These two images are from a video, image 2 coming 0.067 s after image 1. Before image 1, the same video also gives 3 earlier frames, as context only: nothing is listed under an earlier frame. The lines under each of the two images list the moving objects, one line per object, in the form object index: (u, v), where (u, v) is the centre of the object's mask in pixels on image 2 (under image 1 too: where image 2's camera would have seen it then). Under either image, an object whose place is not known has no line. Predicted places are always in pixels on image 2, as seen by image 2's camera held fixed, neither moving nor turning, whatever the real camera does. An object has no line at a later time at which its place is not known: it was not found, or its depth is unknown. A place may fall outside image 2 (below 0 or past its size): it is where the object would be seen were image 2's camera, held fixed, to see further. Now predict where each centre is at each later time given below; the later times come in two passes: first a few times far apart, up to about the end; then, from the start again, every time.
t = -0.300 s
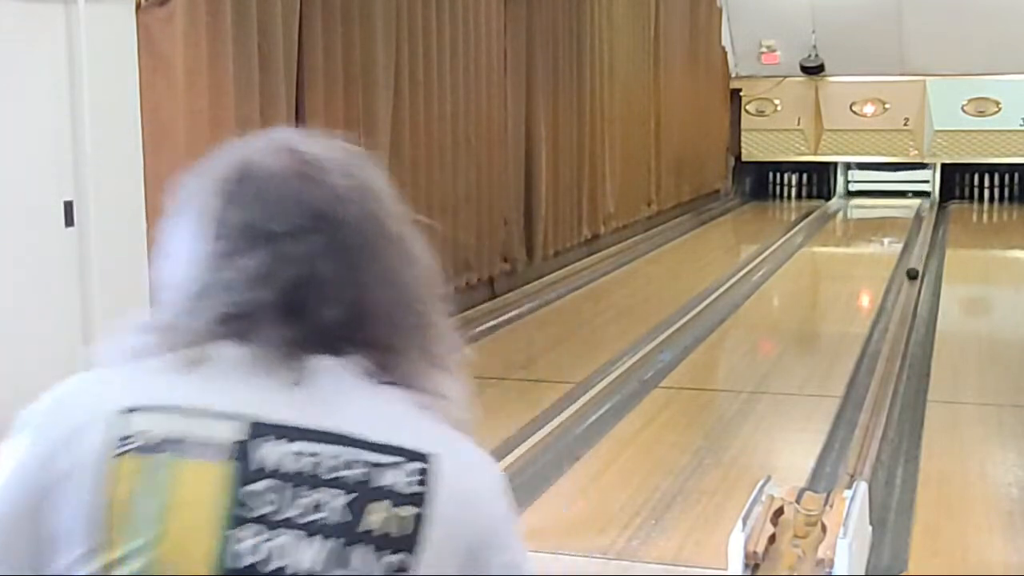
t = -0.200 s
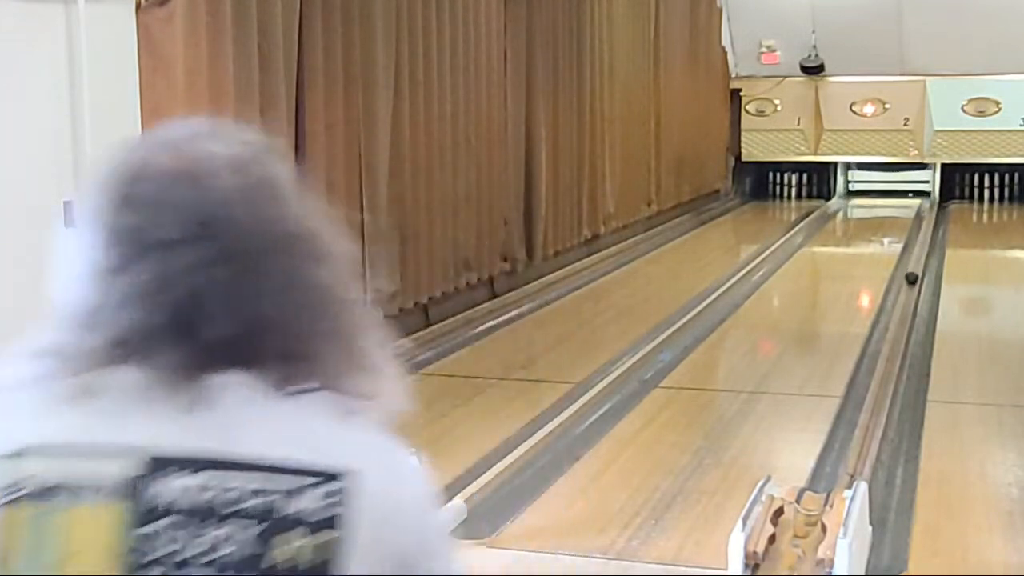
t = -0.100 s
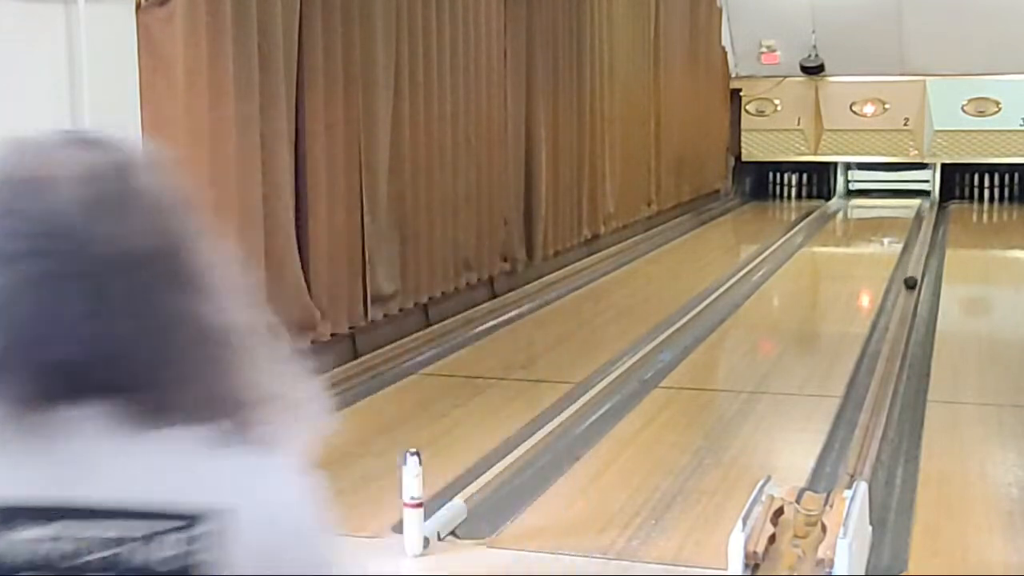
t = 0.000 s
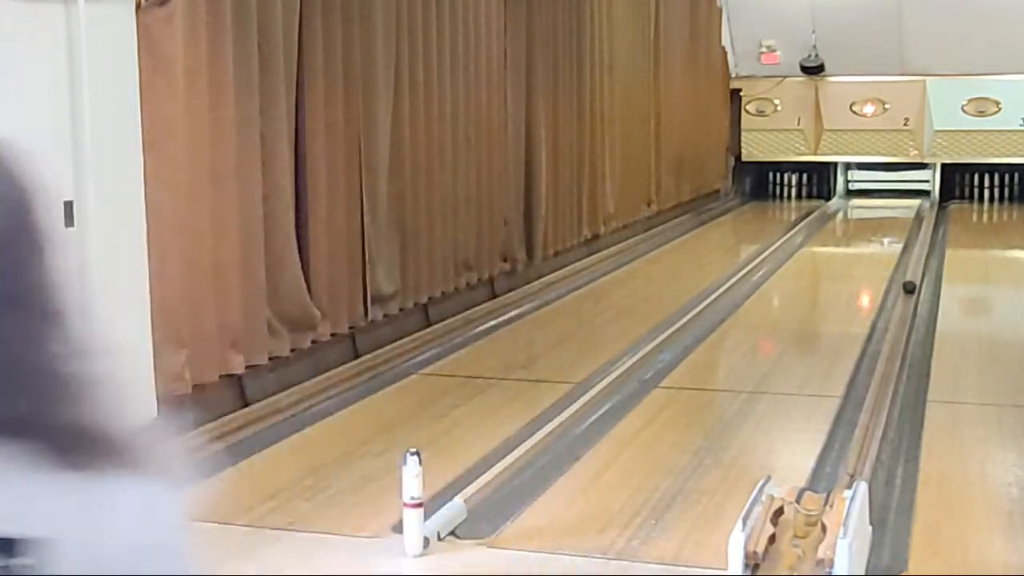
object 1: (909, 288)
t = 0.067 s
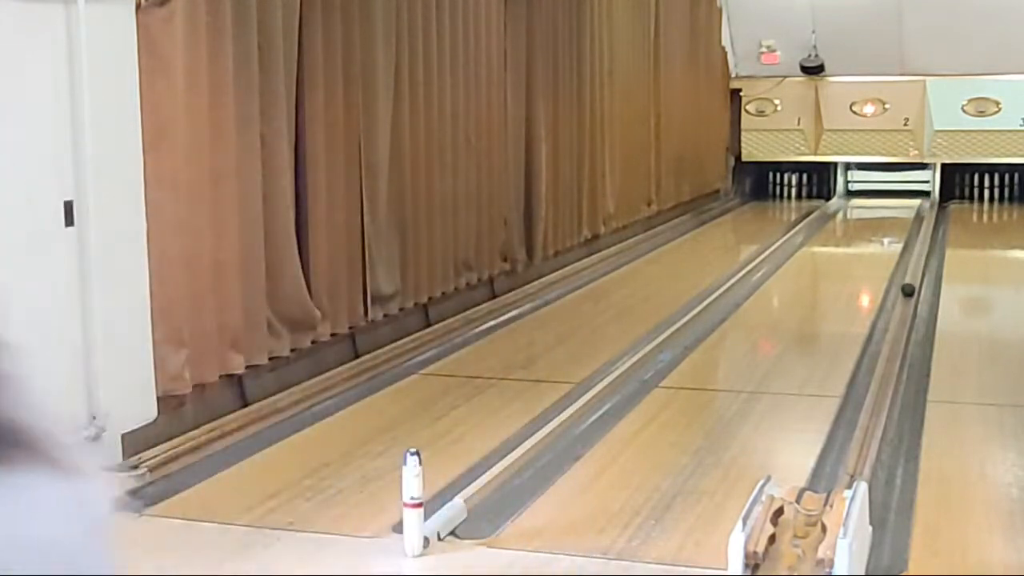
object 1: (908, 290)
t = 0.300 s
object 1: (904, 302)
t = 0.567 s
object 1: (900, 318)
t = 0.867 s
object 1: (894, 337)
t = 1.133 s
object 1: (888, 358)
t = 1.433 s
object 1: (880, 387)
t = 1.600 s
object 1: (874, 405)
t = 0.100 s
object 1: (907, 292)
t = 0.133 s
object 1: (907, 294)
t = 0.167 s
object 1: (906, 295)
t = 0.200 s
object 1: (906, 297)
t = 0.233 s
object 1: (905, 299)
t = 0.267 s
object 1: (905, 300)
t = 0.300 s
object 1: (904, 302)
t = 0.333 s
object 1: (904, 304)
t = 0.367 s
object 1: (903, 306)
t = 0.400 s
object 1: (903, 308)
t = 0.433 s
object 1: (902, 310)
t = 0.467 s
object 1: (901, 312)
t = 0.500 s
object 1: (901, 314)
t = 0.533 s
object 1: (901, 315)
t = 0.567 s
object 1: (900, 318)
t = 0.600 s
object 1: (899, 320)
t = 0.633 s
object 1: (899, 322)
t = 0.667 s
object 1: (898, 324)
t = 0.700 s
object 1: (898, 326)
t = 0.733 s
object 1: (897, 328)
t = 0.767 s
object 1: (896, 330)
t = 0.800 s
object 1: (895, 333)
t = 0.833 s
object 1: (895, 335)
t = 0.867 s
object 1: (894, 337)
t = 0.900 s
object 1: (894, 340)
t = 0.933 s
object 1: (893, 342)
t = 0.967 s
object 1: (892, 345)
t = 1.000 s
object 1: (891, 347)
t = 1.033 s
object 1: (891, 350)
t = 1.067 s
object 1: (890, 353)
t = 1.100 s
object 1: (889, 355)
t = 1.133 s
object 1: (888, 358)
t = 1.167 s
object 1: (887, 361)
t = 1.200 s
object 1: (886, 364)
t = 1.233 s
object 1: (885, 367)
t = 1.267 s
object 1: (885, 370)
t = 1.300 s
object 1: (884, 373)
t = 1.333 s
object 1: (883, 377)
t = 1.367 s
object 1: (881, 380)
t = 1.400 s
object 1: (881, 383)
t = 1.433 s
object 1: (880, 387)
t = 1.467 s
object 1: (880, 390)
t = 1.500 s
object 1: (879, 394)
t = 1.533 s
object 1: (877, 398)
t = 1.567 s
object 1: (875, 401)
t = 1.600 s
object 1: (874, 405)
